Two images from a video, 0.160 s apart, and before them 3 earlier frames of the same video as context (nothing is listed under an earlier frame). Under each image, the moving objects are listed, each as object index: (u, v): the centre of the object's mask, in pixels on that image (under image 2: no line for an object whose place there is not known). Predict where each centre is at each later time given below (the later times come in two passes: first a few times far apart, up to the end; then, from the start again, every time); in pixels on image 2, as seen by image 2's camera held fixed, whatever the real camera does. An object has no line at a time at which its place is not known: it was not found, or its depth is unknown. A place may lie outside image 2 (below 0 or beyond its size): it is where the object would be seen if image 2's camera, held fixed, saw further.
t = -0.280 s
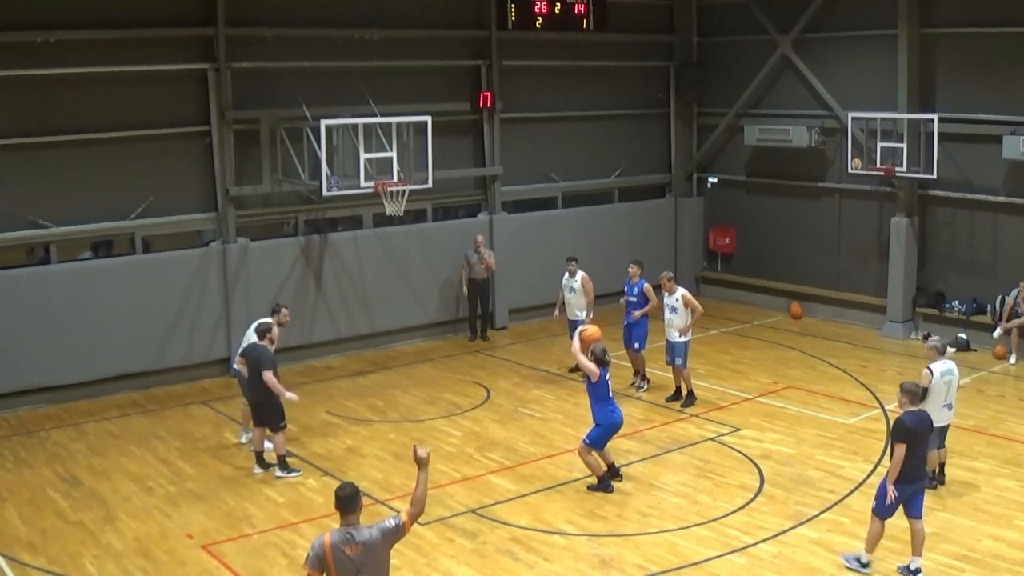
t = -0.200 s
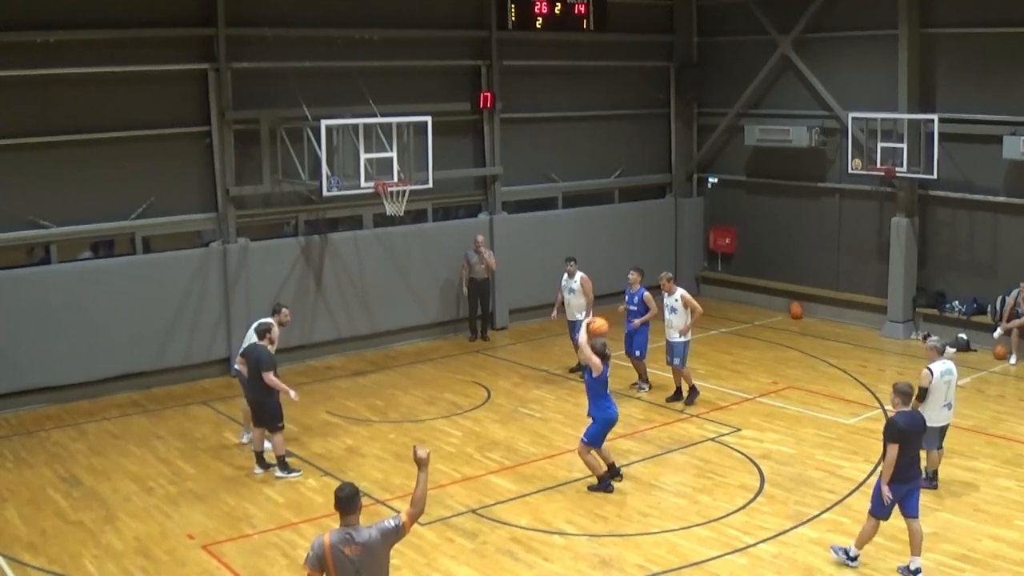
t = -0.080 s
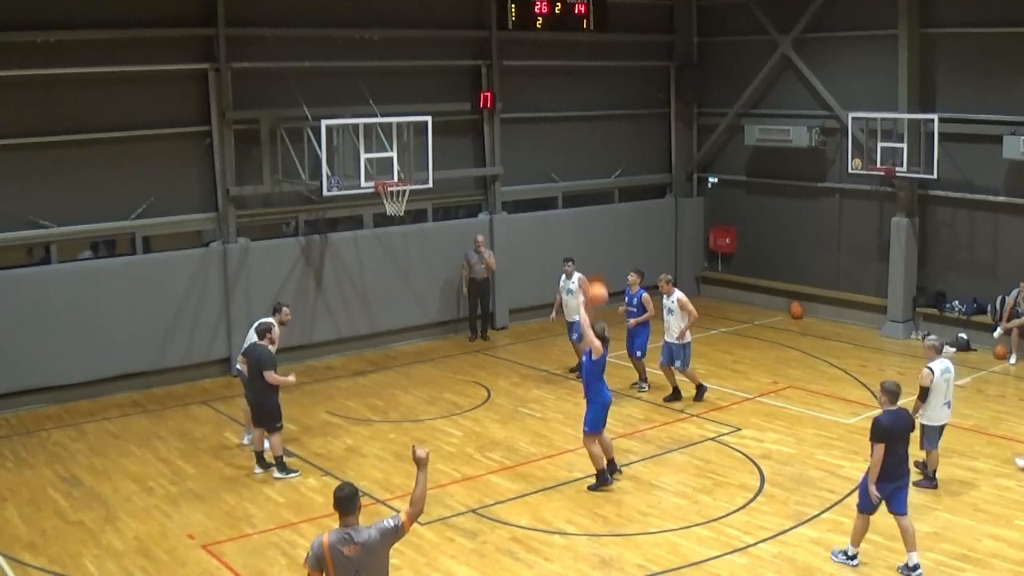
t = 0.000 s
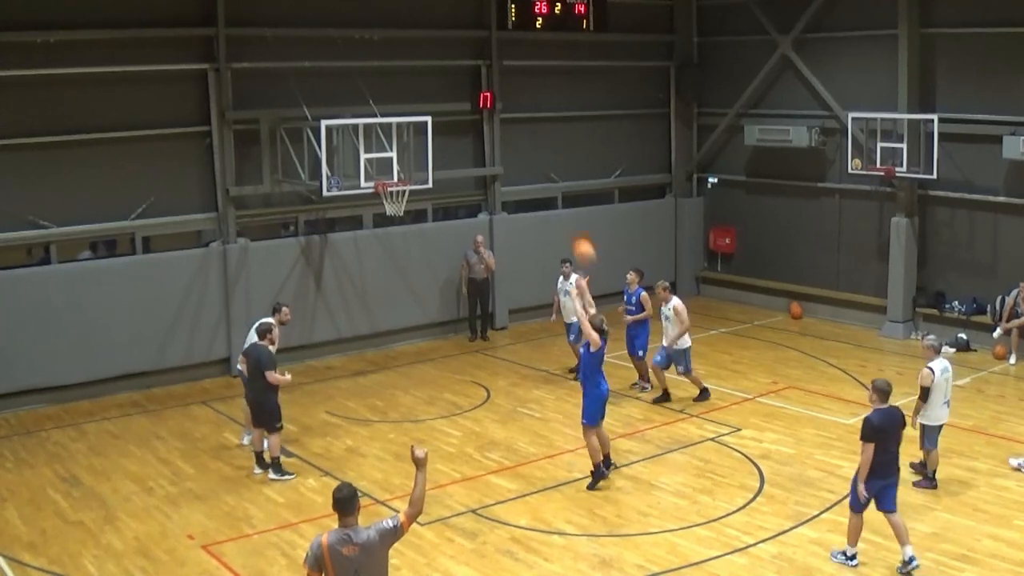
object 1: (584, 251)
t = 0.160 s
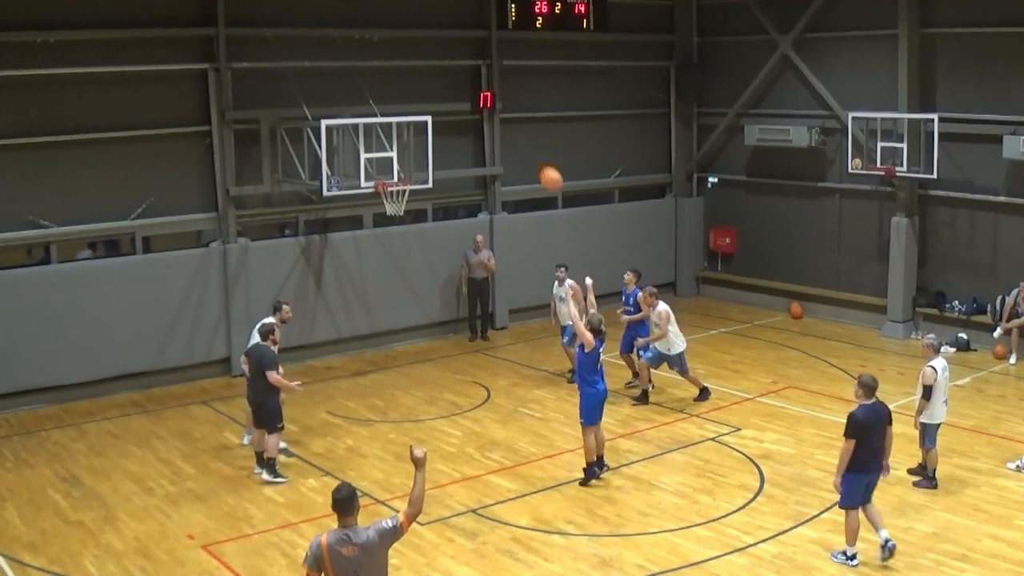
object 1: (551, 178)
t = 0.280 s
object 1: (527, 140)
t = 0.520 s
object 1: (485, 104)
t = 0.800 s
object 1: (444, 120)
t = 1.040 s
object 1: (415, 175)
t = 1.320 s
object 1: (488, 186)
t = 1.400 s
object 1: (510, 199)
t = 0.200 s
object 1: (543, 165)
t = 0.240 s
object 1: (535, 152)
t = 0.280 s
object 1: (527, 140)
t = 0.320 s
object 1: (519, 130)
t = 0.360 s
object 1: (513, 123)
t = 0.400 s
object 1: (505, 116)
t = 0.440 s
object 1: (499, 111)
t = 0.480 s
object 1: (492, 107)
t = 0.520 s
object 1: (485, 104)
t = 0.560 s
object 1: (478, 103)
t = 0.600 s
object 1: (473, 103)
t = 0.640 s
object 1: (467, 104)
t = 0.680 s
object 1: (461, 106)
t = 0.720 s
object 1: (455, 110)
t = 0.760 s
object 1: (450, 114)
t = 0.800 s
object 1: (444, 120)
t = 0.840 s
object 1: (440, 127)
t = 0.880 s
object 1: (434, 135)
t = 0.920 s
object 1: (429, 143)
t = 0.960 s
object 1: (423, 154)
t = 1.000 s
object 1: (418, 165)
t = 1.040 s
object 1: (415, 175)
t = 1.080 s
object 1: (421, 177)
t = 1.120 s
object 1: (435, 175)
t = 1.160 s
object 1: (445, 176)
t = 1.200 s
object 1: (456, 176)
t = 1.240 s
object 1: (466, 178)
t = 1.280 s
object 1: (477, 182)
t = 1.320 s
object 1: (488, 186)
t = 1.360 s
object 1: (500, 191)
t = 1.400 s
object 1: (510, 199)
